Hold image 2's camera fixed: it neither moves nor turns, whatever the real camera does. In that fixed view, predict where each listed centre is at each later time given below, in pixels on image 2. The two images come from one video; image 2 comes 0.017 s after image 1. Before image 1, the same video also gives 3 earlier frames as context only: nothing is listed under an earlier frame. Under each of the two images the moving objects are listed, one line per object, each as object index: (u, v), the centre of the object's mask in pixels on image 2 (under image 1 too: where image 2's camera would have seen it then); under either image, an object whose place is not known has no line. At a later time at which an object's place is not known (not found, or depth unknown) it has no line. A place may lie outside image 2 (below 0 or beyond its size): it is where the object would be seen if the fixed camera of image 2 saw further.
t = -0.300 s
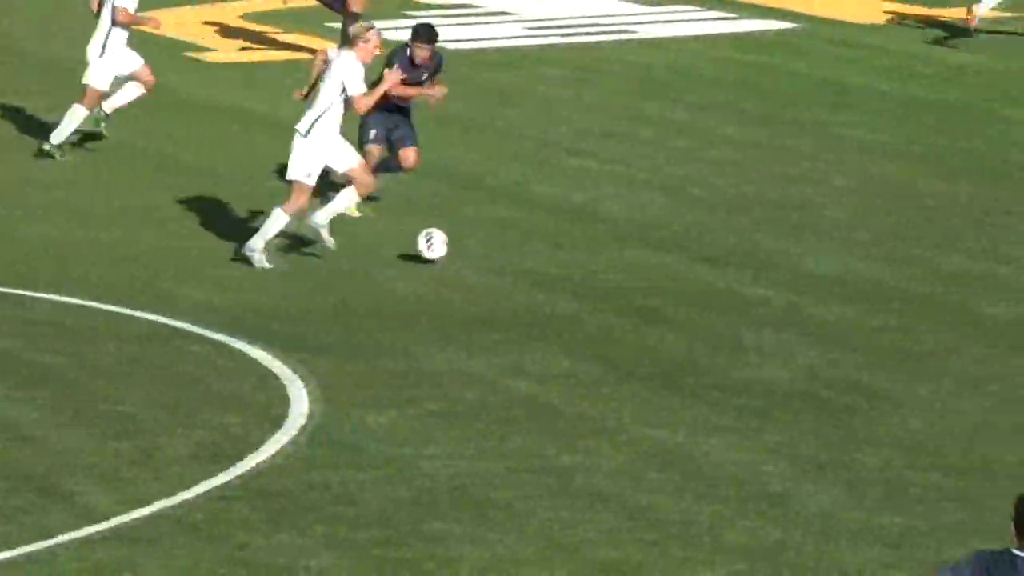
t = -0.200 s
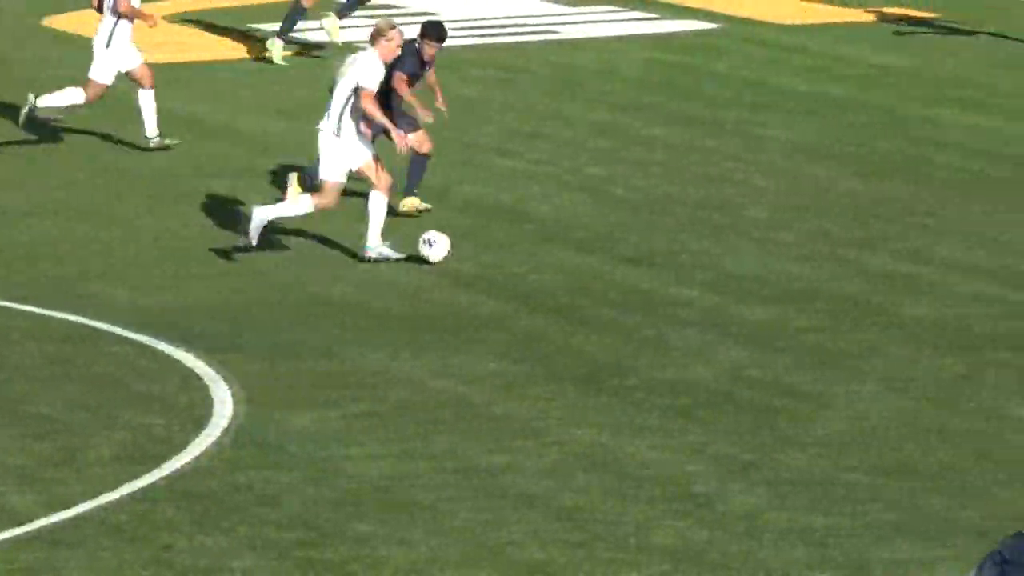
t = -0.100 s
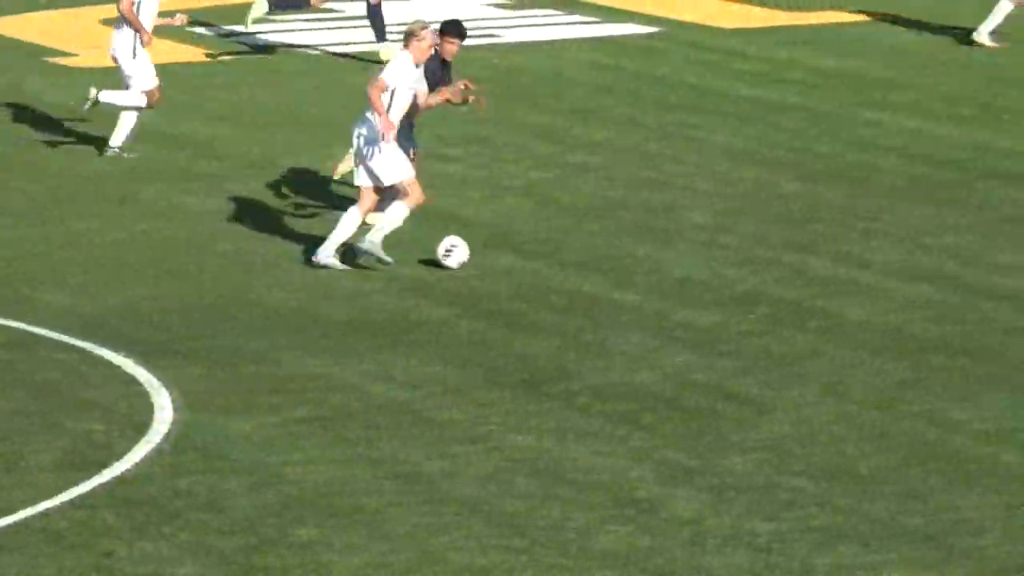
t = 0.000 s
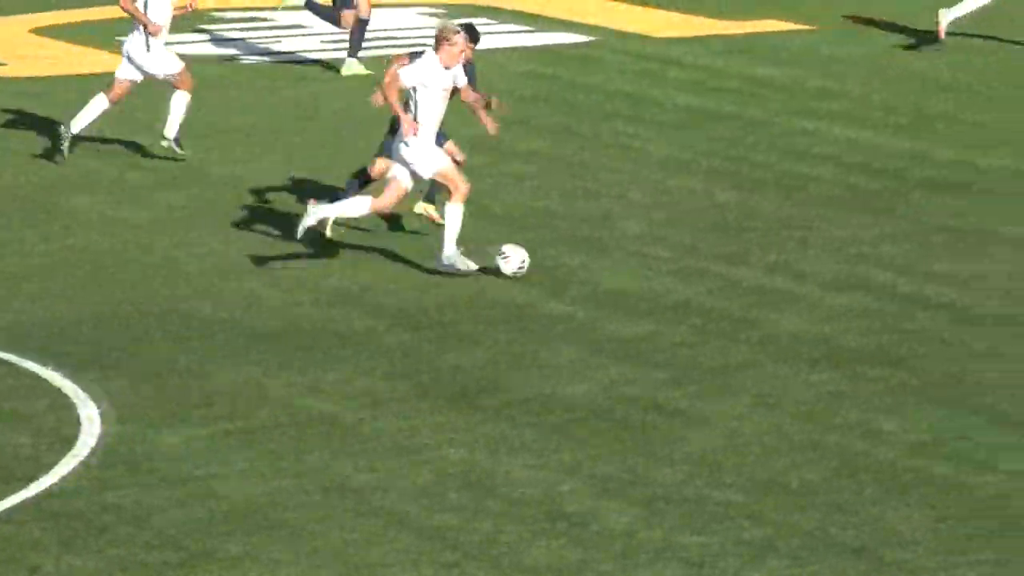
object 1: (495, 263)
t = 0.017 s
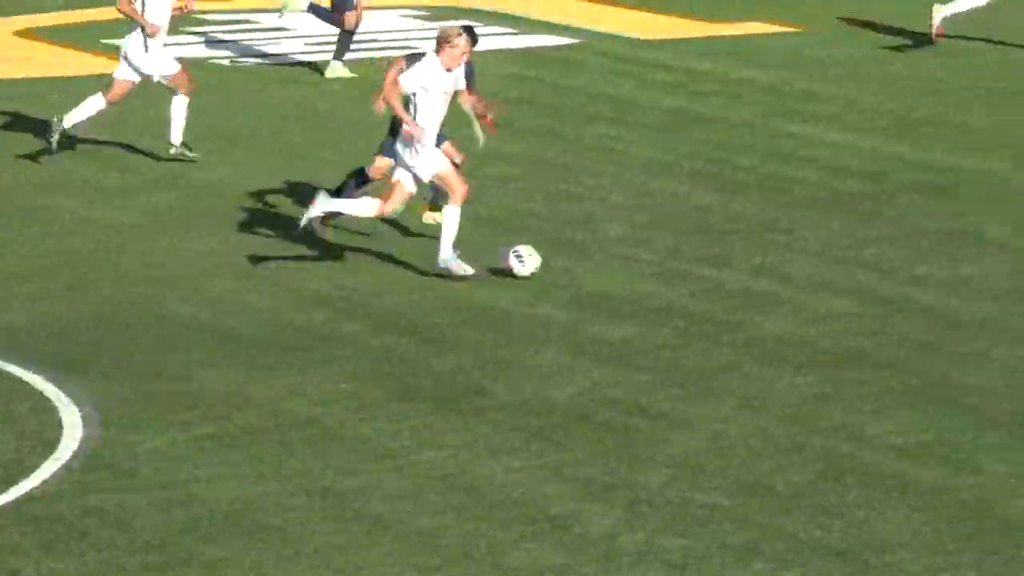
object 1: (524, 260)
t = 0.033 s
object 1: (551, 259)
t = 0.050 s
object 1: (578, 258)
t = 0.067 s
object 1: (607, 257)
